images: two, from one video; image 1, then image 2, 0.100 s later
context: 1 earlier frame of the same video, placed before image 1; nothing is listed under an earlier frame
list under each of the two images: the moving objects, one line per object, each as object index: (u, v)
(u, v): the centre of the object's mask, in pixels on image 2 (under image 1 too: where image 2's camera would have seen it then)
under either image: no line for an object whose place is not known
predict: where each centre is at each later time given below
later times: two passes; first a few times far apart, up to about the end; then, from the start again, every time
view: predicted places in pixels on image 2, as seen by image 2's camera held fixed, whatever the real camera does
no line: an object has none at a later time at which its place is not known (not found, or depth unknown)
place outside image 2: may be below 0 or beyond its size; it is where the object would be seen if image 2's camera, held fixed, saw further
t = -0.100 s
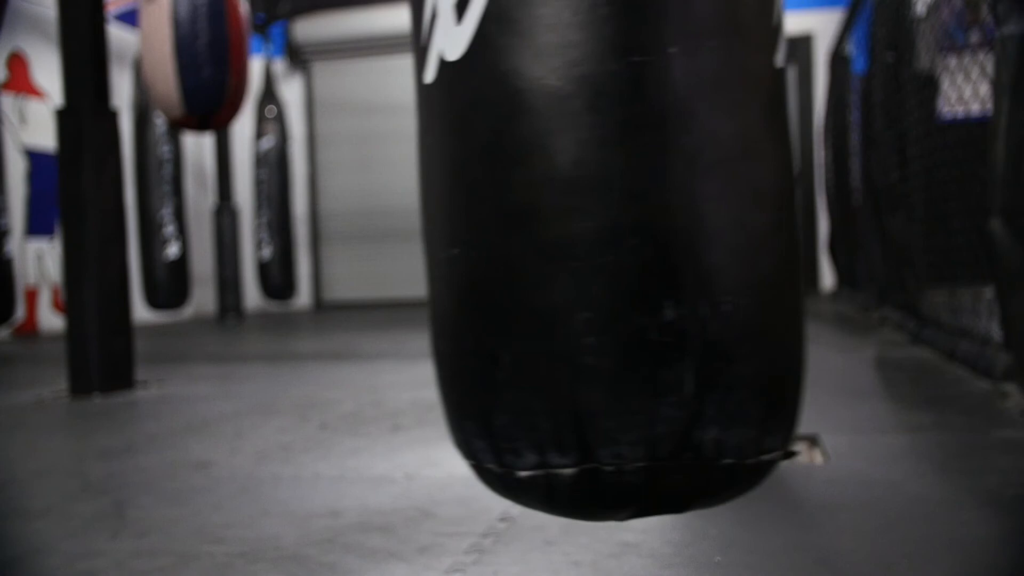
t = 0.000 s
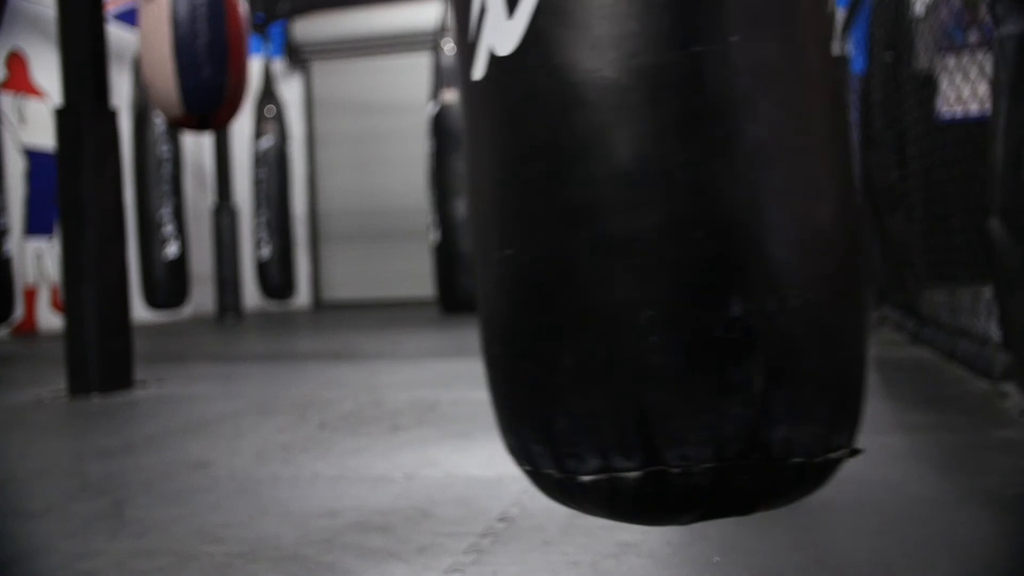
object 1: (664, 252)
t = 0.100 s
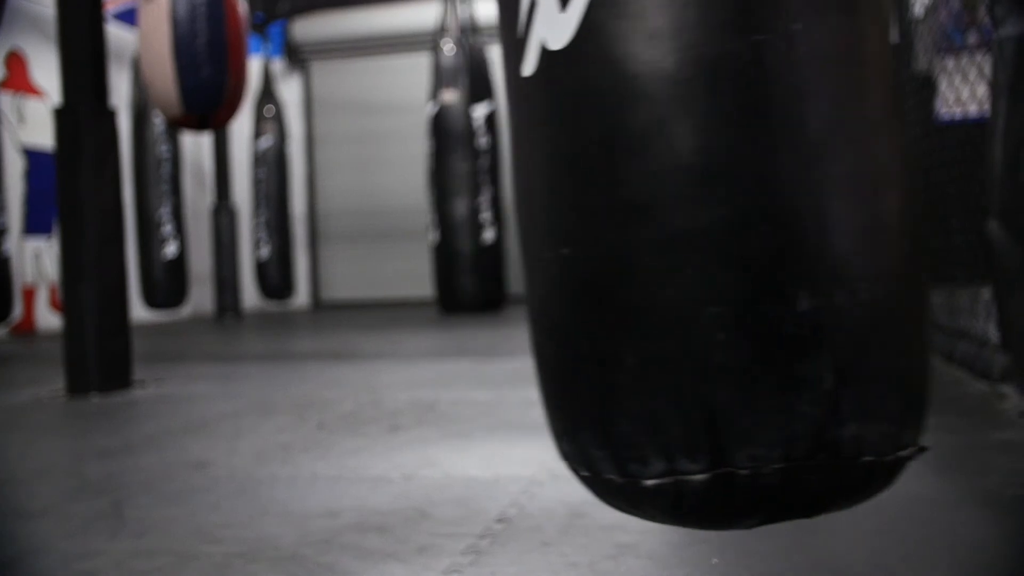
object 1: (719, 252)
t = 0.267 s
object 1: (807, 251)
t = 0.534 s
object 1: (855, 246)
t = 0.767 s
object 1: (850, 249)
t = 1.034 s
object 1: (770, 256)
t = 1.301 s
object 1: (620, 256)
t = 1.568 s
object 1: (494, 249)
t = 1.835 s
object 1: (434, 244)
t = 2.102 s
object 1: (449, 246)
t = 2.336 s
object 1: (519, 250)
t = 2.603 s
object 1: (652, 257)
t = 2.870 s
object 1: (798, 258)
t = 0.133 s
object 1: (737, 252)
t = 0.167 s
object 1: (755, 252)
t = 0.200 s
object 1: (772, 252)
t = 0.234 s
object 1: (790, 252)
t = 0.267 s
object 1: (807, 251)
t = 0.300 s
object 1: (817, 249)
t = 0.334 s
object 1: (826, 248)
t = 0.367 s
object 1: (834, 248)
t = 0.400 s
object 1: (839, 247)
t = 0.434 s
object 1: (845, 247)
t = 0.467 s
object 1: (848, 247)
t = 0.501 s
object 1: (853, 247)
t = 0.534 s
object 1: (855, 246)
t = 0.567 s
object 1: (857, 247)
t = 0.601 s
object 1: (857, 246)
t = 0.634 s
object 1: (857, 246)
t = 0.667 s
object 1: (857, 246)
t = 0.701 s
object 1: (855, 246)
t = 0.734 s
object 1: (852, 247)
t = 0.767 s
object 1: (850, 249)
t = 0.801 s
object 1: (846, 250)
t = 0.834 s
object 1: (842, 250)
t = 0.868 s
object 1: (837, 251)
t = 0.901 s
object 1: (829, 252)
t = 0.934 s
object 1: (820, 253)
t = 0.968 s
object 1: (807, 255)
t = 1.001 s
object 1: (788, 255)
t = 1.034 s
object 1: (770, 256)
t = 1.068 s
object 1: (752, 256)
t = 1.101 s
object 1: (733, 256)
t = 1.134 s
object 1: (714, 256)
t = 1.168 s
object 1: (695, 257)
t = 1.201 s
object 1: (675, 257)
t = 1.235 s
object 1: (656, 256)
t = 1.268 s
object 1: (636, 256)
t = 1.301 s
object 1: (620, 256)
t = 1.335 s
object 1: (601, 255)
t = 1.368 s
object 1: (584, 255)
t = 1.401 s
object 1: (567, 253)
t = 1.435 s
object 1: (551, 253)
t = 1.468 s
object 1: (535, 252)
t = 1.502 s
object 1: (520, 252)
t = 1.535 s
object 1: (507, 251)
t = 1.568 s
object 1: (494, 249)
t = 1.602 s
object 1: (484, 249)
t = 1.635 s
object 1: (472, 248)
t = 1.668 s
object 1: (464, 247)
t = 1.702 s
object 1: (455, 246)
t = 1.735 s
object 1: (448, 246)
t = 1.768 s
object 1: (441, 245)
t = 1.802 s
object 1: (437, 244)
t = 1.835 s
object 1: (434, 244)
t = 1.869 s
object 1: (431, 244)
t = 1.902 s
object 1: (430, 244)
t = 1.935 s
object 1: (431, 244)
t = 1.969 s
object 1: (432, 244)
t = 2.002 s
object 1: (434, 244)
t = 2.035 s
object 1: (438, 245)
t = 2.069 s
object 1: (443, 245)
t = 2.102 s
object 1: (449, 246)
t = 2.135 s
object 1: (456, 246)
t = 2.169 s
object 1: (464, 247)
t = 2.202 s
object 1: (473, 247)
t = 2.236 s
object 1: (484, 248)
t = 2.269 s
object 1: (494, 247)
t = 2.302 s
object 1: (507, 248)
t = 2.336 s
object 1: (519, 250)
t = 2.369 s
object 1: (534, 251)
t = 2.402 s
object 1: (549, 252)
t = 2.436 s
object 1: (566, 253)
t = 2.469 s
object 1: (582, 254)
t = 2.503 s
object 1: (598, 255)
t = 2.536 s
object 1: (616, 255)
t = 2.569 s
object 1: (633, 256)
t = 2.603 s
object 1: (652, 257)
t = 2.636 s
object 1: (672, 257)
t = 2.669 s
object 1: (689, 258)
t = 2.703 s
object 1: (708, 258)
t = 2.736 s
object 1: (727, 258)
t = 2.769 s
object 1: (745, 258)
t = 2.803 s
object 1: (763, 258)
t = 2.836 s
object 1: (781, 258)
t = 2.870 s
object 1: (798, 258)
